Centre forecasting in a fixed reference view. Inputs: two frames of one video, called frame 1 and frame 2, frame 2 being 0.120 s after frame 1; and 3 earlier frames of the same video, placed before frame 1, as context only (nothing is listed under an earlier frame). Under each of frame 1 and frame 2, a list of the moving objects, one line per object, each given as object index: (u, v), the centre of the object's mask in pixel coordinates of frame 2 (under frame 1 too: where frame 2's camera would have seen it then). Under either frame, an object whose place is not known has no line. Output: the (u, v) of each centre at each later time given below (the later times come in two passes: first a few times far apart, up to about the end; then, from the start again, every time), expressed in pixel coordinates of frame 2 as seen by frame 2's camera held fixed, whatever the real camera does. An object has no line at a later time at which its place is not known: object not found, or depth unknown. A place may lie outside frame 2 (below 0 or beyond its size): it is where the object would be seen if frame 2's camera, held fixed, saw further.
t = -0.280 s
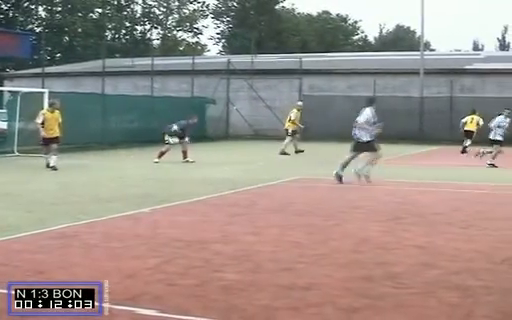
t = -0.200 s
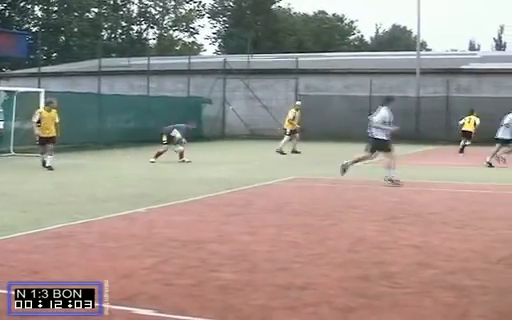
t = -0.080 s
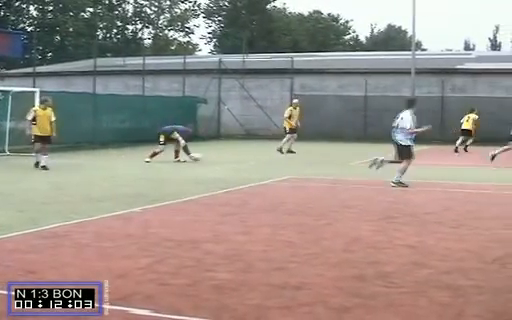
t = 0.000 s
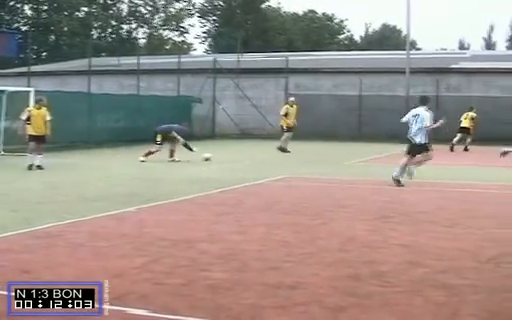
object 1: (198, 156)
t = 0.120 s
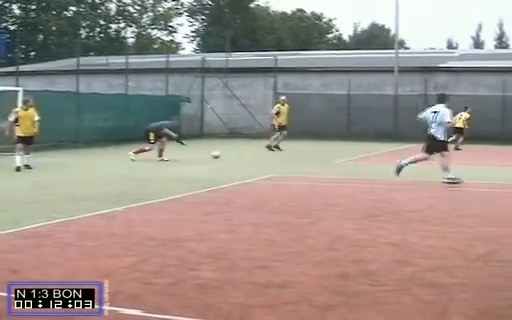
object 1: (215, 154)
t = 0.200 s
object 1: (225, 154)
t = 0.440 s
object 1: (252, 151)
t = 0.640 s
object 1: (271, 150)
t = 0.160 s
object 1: (220, 153)
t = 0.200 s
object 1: (225, 154)
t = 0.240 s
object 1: (230, 153)
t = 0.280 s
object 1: (235, 153)
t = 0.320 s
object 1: (240, 152)
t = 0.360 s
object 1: (244, 152)
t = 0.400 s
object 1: (248, 152)
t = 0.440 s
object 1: (252, 151)
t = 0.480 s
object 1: (257, 152)
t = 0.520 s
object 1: (260, 150)
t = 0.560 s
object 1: (263, 151)
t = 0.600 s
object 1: (267, 150)
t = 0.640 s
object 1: (271, 150)
